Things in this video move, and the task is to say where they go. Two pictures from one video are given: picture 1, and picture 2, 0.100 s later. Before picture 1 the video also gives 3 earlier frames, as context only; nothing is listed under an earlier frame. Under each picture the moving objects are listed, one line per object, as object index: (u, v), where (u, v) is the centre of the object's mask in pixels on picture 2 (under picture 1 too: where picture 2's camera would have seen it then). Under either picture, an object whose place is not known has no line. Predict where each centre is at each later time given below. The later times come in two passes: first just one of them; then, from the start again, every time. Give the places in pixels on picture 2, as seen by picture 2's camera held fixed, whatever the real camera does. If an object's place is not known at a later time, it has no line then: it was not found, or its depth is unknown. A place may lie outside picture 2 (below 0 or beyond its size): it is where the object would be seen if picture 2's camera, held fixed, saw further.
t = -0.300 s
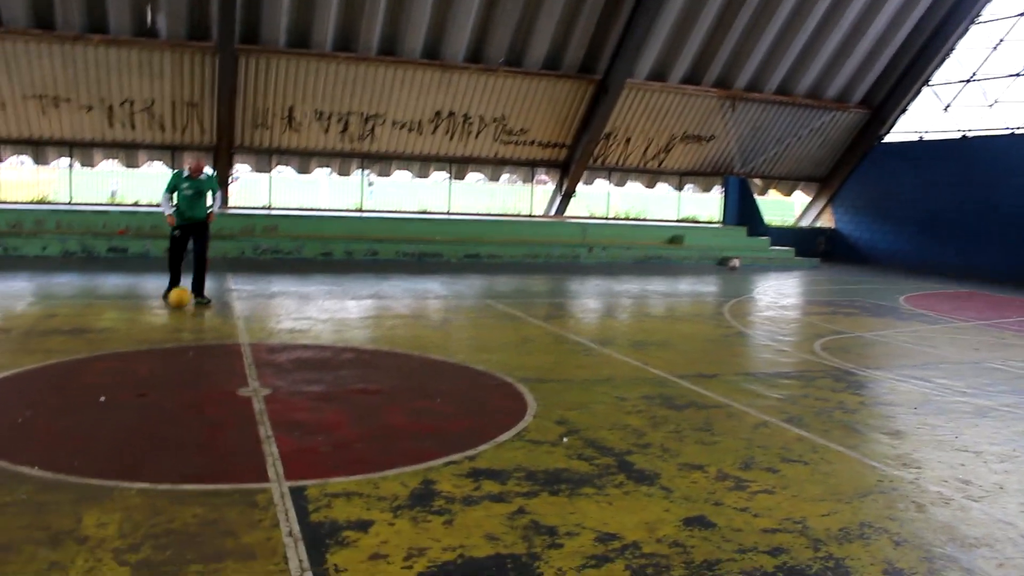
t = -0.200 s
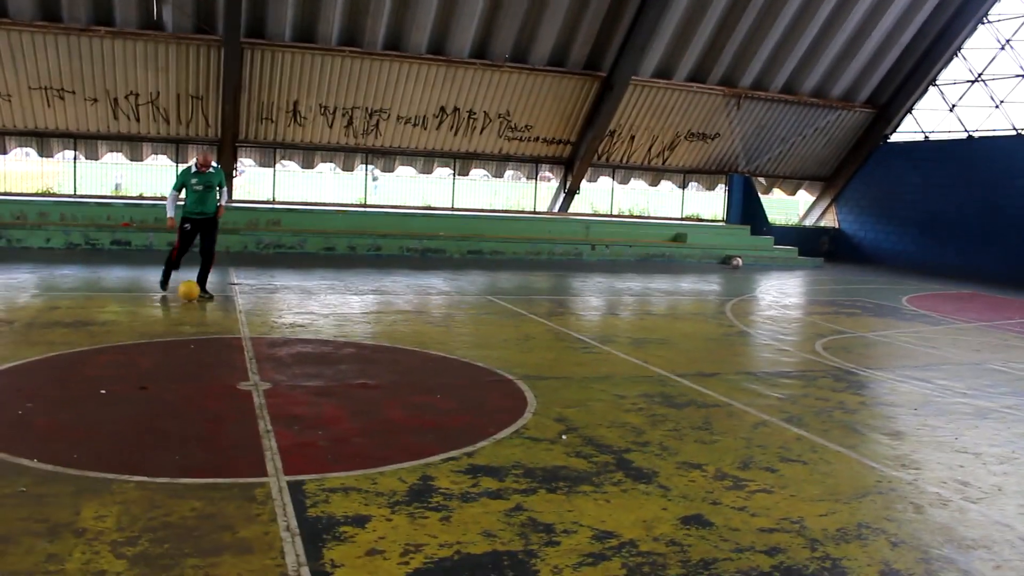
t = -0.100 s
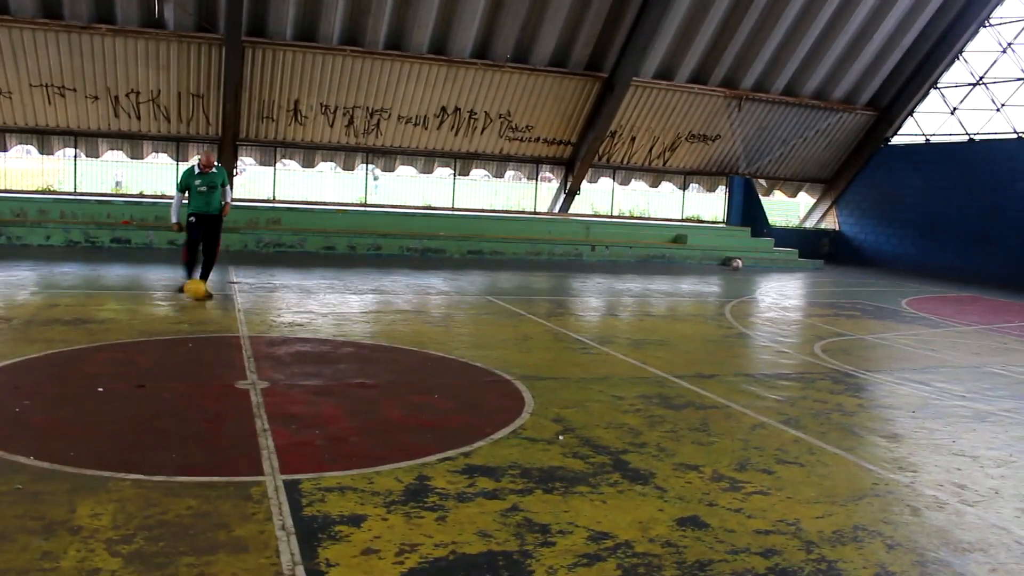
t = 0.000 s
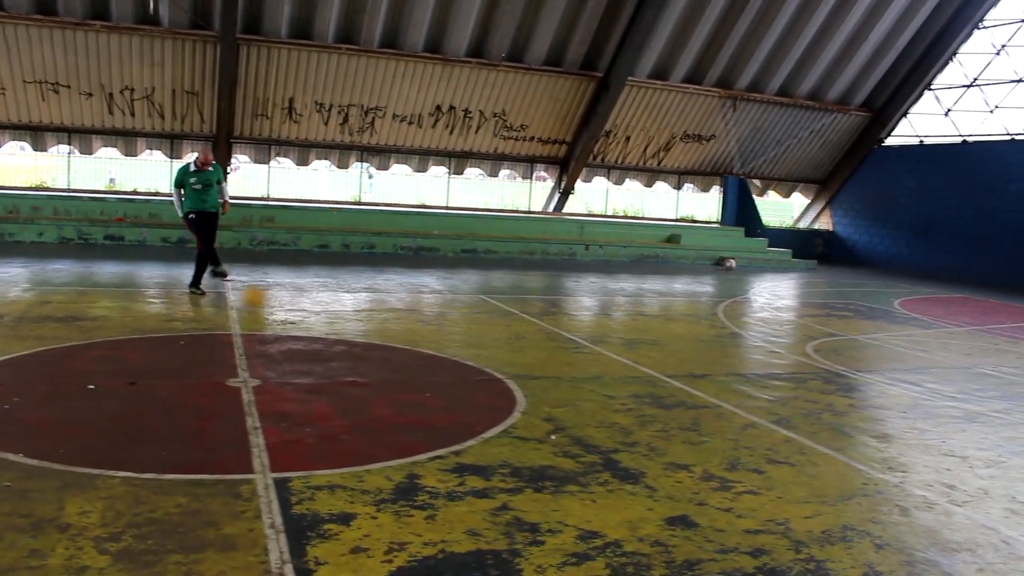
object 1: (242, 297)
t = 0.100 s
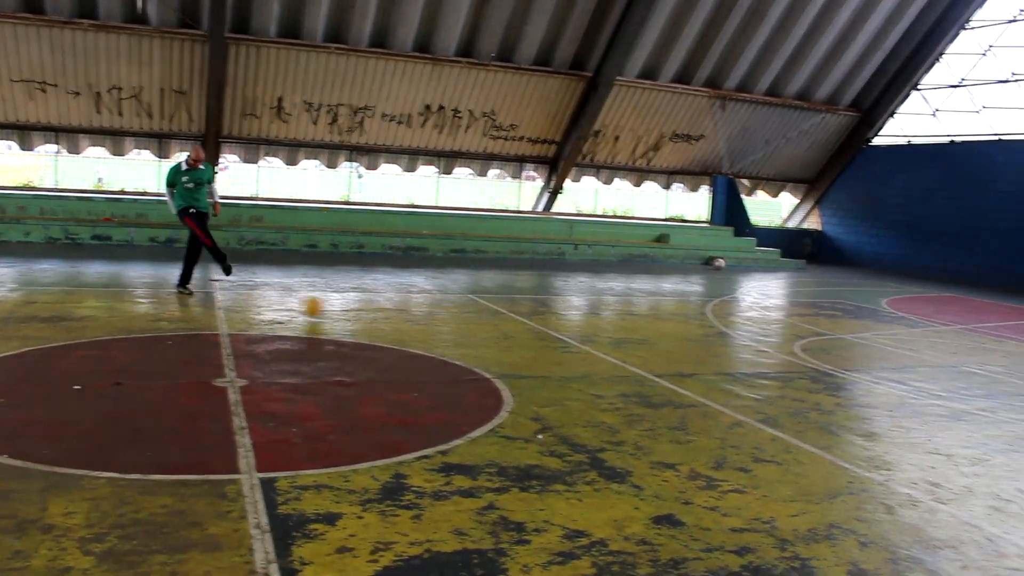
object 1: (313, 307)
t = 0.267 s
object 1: (441, 326)
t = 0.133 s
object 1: (338, 312)
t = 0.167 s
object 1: (363, 313)
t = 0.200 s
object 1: (389, 317)
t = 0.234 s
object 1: (414, 321)
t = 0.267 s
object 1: (441, 326)
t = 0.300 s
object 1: (466, 329)
